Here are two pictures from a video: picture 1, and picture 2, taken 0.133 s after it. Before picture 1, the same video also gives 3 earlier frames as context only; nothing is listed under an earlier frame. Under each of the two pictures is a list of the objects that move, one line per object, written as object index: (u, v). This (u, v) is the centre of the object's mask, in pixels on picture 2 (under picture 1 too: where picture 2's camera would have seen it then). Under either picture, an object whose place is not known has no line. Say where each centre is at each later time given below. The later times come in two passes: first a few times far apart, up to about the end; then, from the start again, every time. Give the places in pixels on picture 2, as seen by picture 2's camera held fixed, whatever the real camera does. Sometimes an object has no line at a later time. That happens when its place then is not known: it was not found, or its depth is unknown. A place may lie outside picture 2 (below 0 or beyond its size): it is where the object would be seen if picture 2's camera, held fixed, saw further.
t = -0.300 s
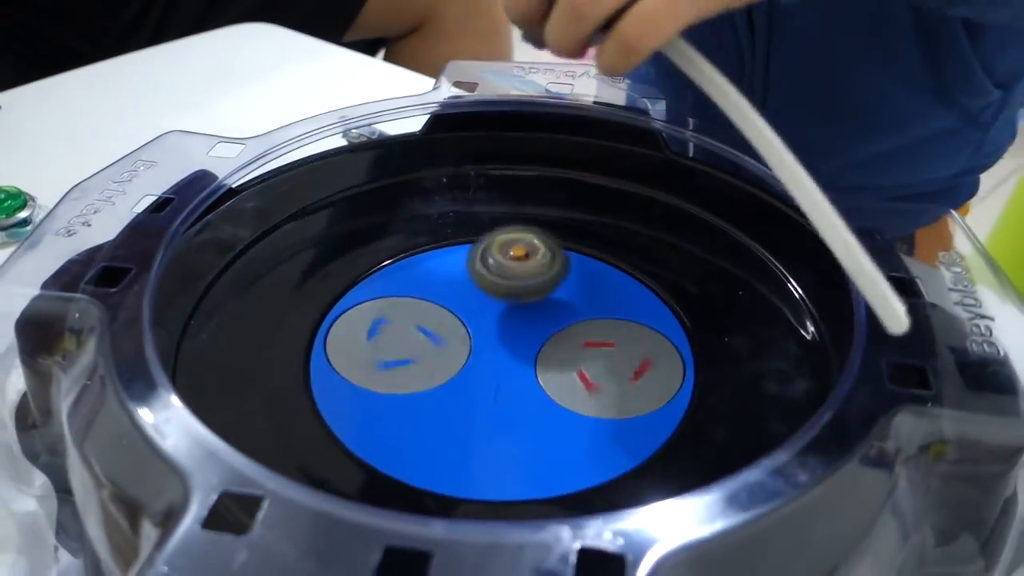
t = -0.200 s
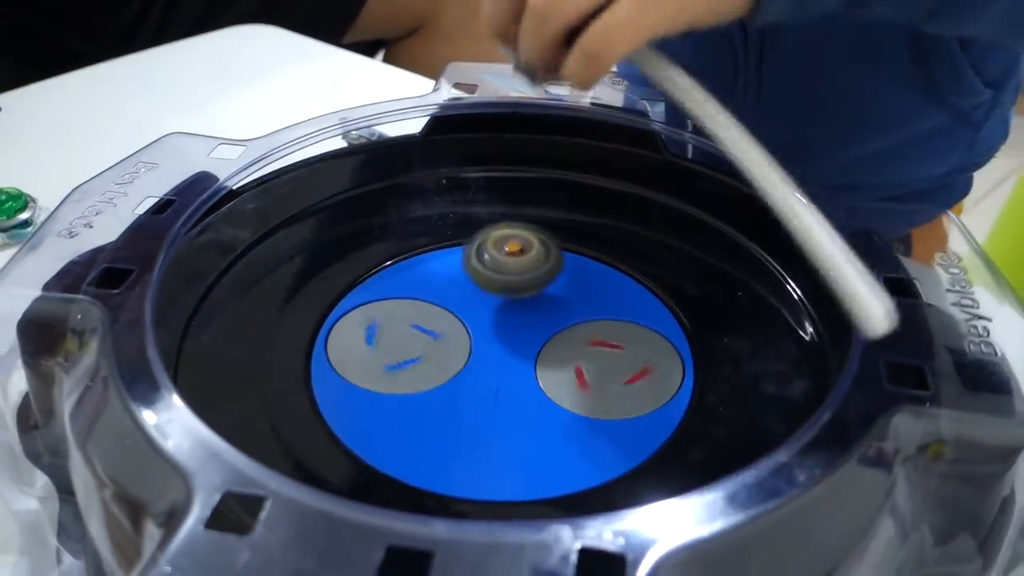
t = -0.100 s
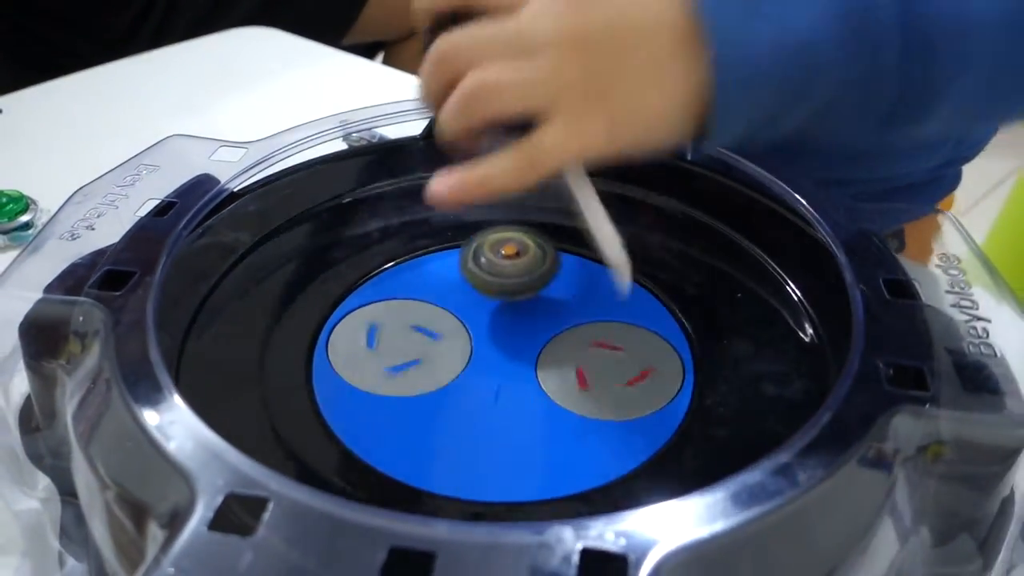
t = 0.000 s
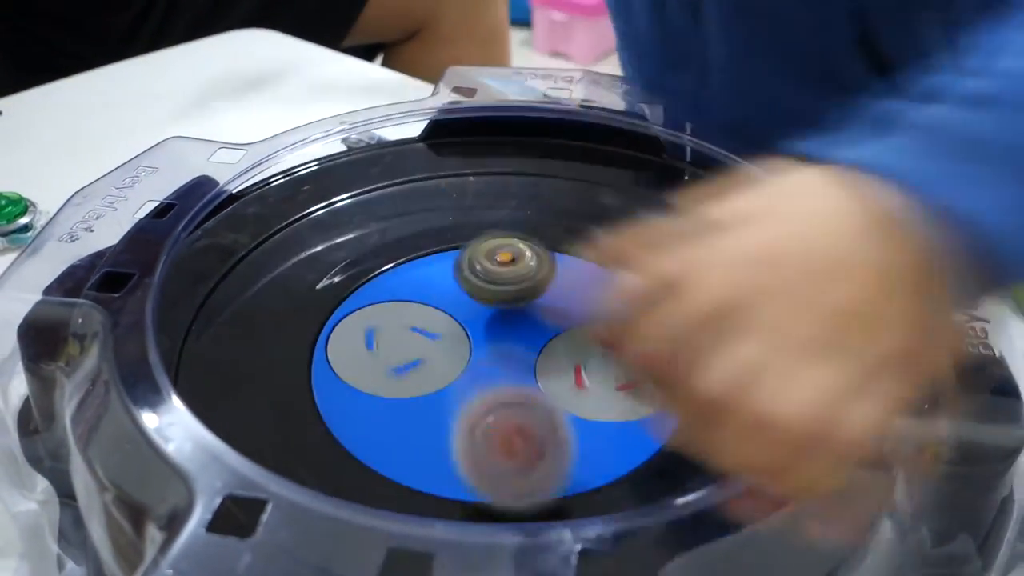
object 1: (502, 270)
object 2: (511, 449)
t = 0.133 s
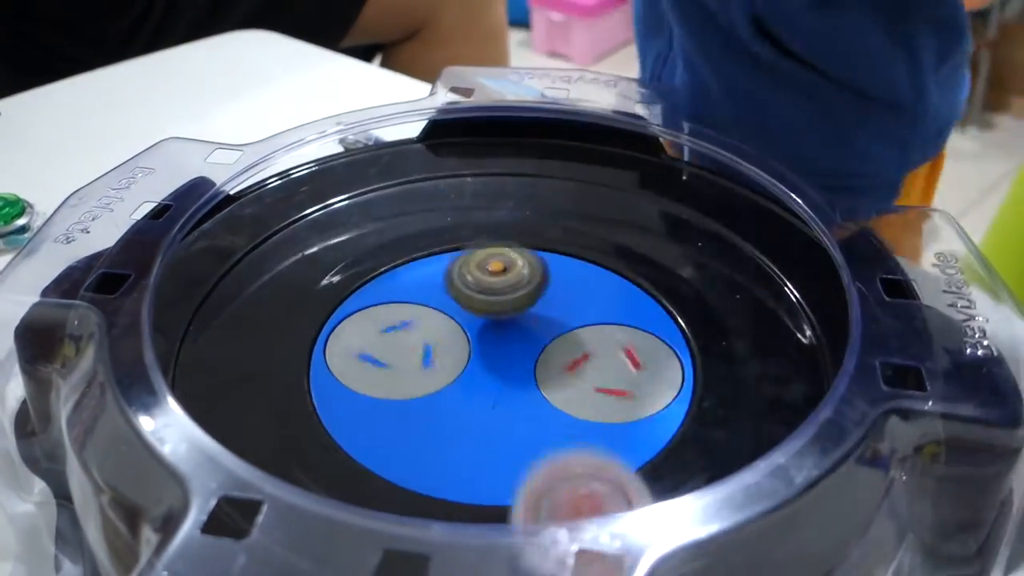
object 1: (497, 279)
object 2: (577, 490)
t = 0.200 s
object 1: (494, 286)
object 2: (582, 438)
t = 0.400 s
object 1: (404, 235)
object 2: (686, 287)
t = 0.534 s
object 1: (343, 198)
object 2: (736, 252)
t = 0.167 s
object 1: (495, 283)
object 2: (581, 471)
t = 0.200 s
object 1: (494, 286)
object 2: (582, 438)
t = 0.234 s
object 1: (494, 290)
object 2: (583, 395)
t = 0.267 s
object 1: (494, 293)
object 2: (585, 362)
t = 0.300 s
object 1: (483, 289)
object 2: (594, 330)
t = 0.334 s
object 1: (452, 268)
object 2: (629, 317)
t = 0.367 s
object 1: (426, 250)
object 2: (660, 304)
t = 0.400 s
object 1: (404, 235)
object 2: (686, 287)
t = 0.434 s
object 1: (384, 221)
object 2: (701, 278)
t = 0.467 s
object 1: (369, 212)
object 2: (716, 269)
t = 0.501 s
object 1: (355, 203)
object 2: (727, 260)
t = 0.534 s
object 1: (343, 198)
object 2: (736, 252)
